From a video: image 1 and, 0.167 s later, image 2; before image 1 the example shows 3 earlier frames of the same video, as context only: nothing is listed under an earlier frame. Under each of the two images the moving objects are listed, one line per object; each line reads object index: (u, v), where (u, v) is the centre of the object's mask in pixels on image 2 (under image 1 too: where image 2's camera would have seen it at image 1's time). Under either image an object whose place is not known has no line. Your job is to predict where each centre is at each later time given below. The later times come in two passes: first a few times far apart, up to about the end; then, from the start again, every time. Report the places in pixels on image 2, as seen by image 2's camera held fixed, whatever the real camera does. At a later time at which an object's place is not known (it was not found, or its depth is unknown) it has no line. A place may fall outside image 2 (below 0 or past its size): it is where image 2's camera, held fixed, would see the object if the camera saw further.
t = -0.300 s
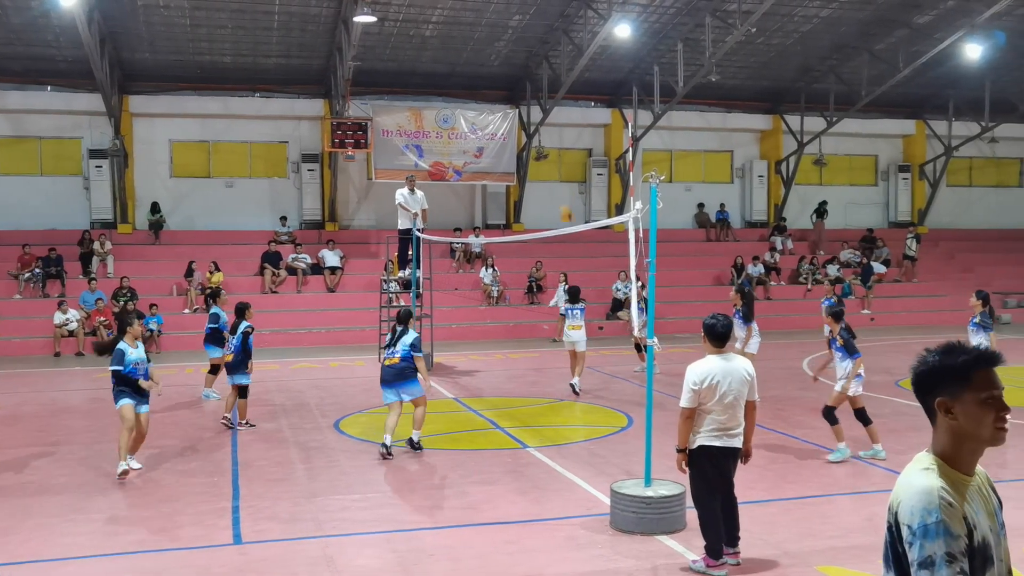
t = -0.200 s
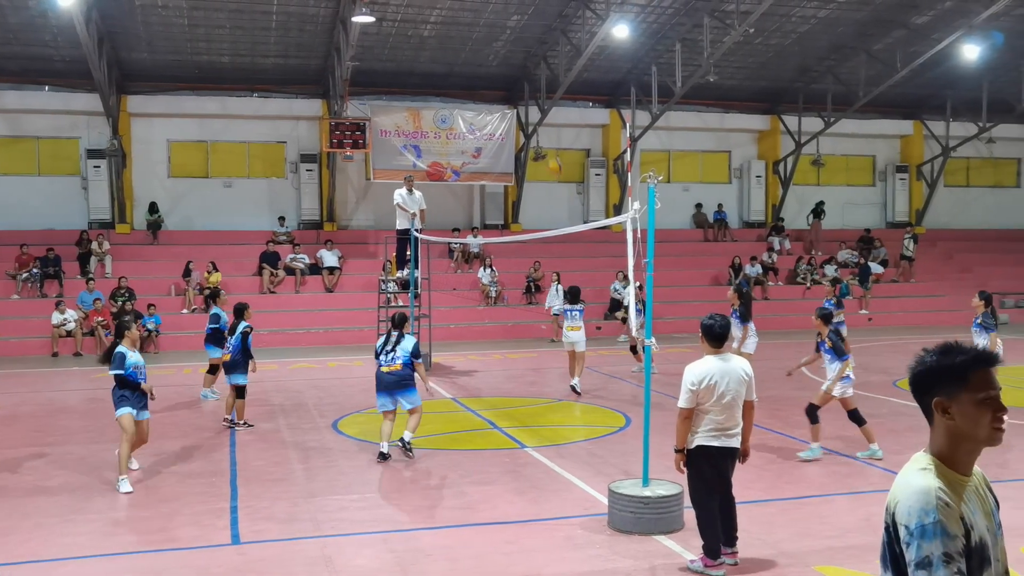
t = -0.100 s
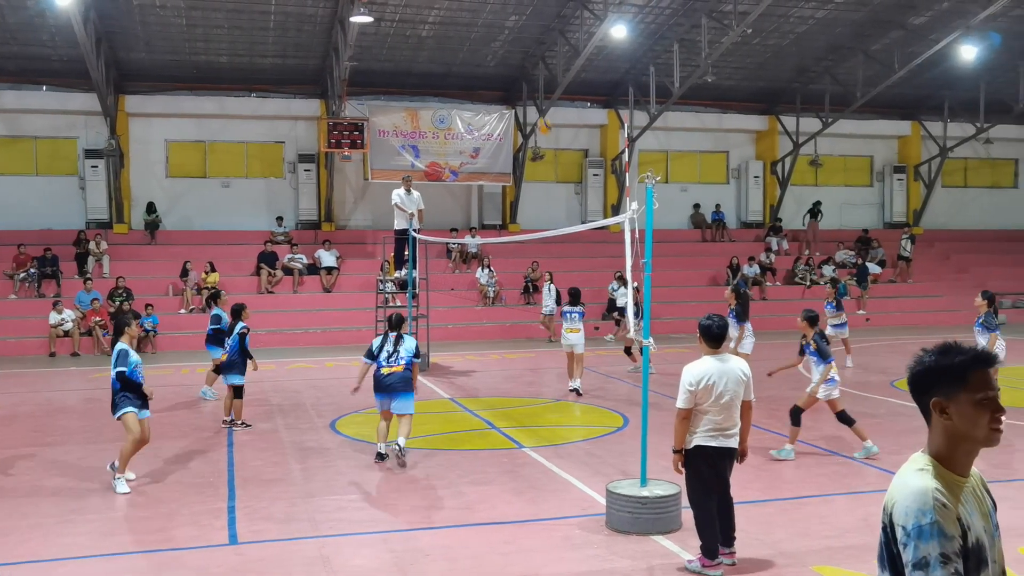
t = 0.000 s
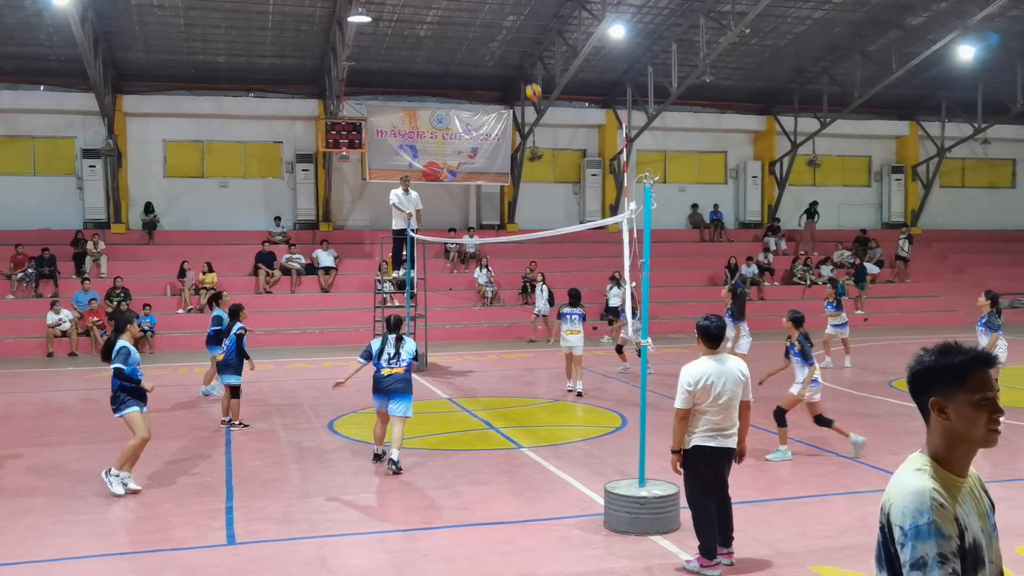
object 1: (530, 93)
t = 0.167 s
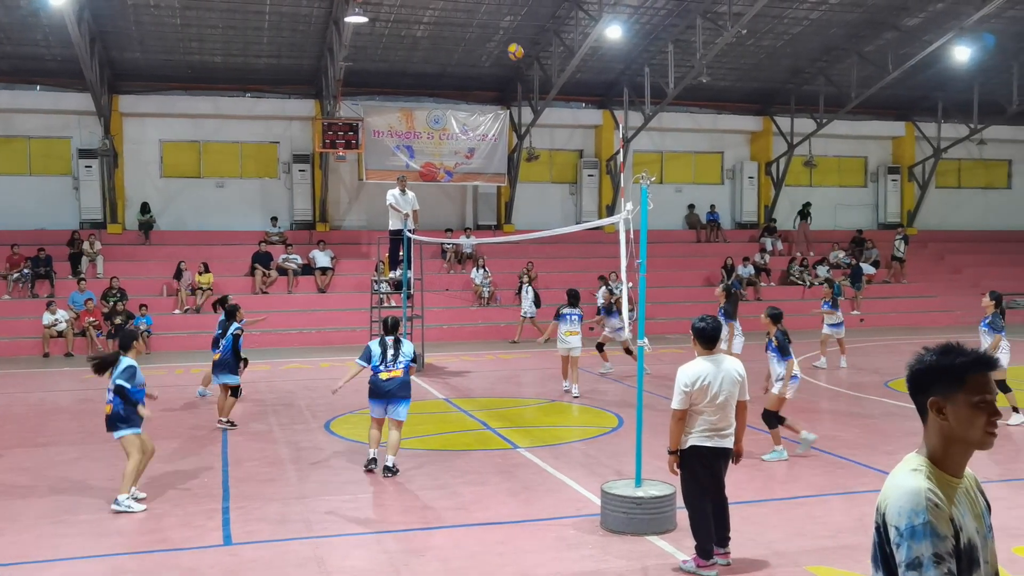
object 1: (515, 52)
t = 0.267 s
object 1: (507, 36)
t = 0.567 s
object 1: (481, 30)
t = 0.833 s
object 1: (459, 76)
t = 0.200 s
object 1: (512, 46)
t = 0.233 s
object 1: (509, 41)
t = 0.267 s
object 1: (507, 36)
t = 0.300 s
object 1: (504, 33)
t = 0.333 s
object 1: (501, 30)
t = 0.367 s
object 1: (498, 28)
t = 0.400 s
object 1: (495, 27)
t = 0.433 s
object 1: (492, 26)
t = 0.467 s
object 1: (489, 26)
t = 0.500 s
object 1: (486, 26)
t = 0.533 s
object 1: (484, 28)
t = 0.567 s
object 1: (481, 30)
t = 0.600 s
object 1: (478, 34)
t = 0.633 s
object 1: (475, 37)
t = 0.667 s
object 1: (472, 42)
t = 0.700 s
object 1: (470, 47)
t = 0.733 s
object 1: (467, 53)
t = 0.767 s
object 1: (464, 60)
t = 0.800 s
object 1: (462, 68)
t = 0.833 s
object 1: (459, 76)
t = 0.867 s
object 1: (457, 85)
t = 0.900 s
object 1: (454, 94)
